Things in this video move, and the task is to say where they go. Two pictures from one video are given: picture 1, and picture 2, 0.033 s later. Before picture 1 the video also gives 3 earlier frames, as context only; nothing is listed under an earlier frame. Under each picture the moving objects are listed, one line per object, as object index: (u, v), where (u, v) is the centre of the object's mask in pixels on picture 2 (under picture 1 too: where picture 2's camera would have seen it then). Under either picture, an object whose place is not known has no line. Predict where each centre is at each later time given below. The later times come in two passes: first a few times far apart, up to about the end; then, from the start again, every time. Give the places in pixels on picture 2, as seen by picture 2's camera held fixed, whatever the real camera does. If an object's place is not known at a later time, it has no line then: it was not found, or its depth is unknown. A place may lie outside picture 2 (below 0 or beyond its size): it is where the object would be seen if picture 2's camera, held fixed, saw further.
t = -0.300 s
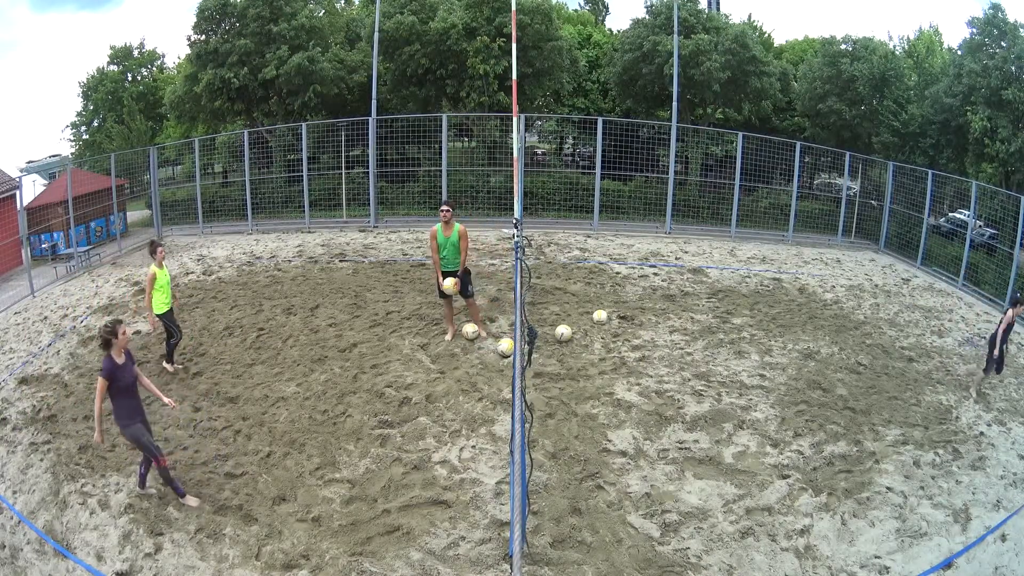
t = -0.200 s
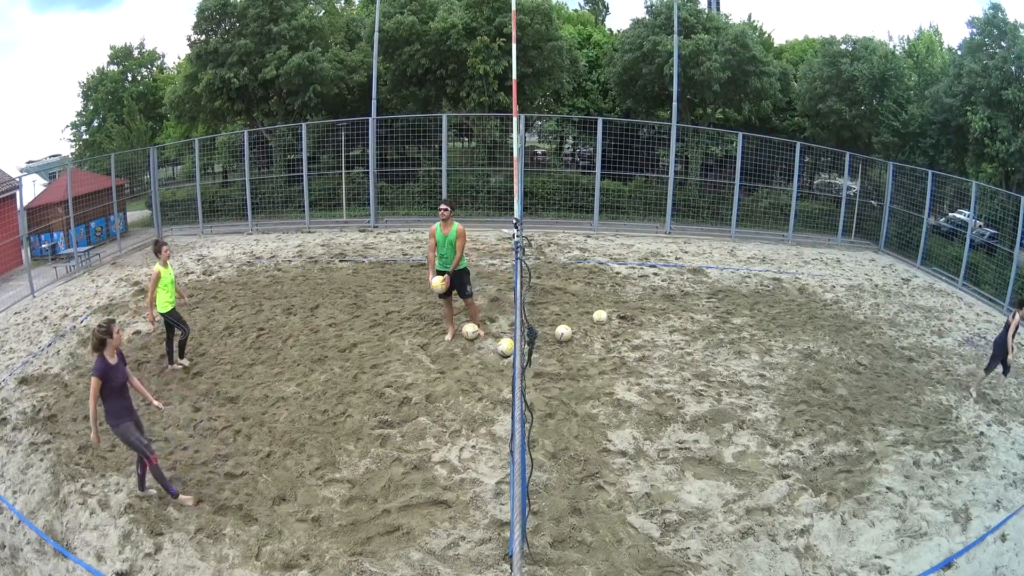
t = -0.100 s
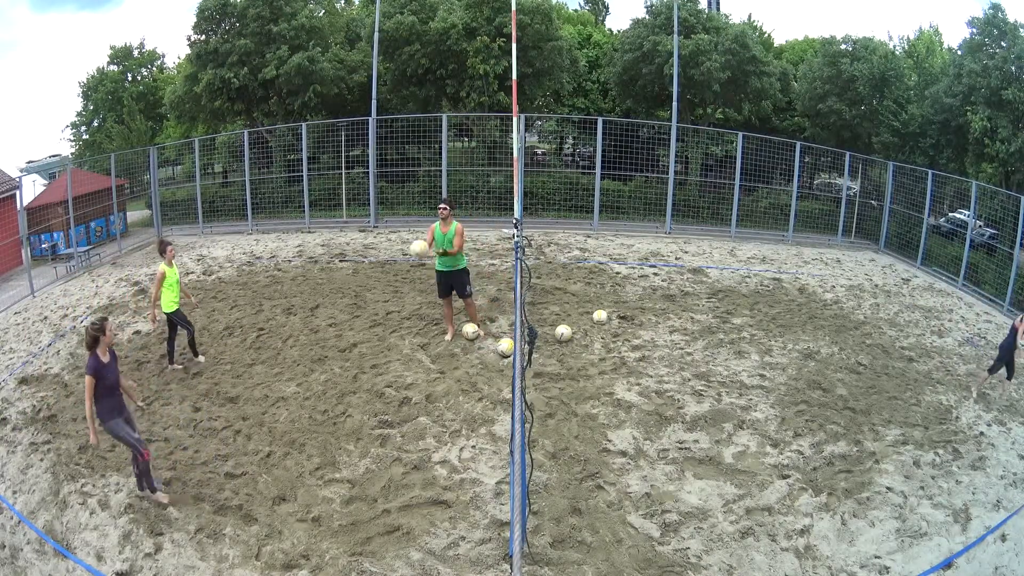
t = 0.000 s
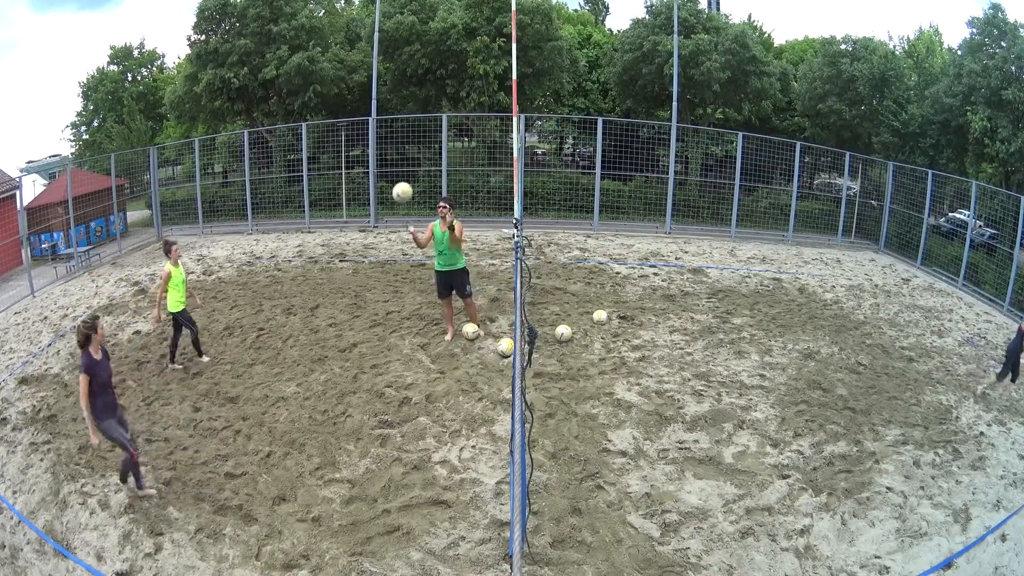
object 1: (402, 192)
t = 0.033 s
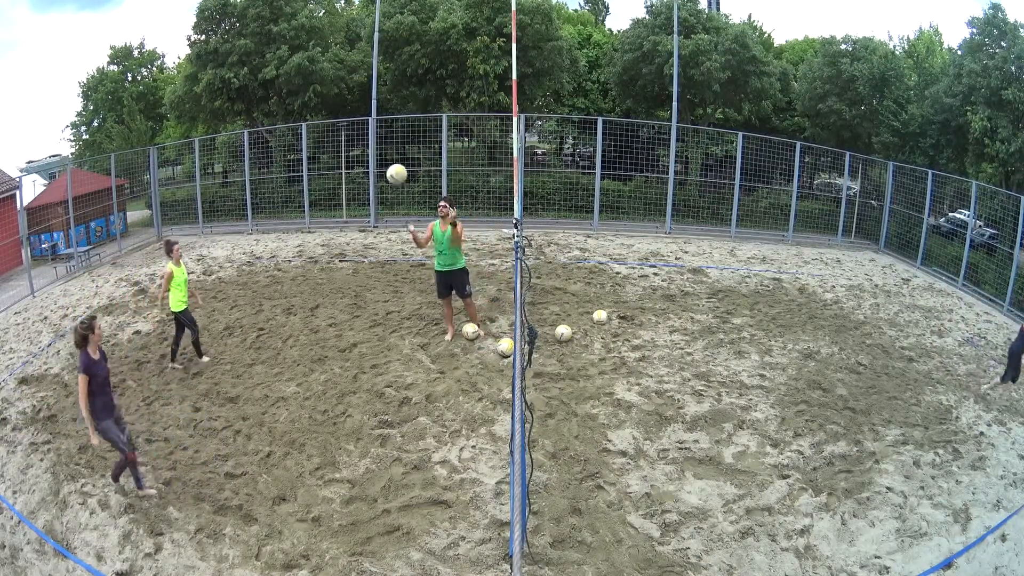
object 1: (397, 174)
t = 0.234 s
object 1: (364, 82)
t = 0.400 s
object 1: (336, 30)
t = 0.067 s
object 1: (391, 157)
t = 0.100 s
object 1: (386, 140)
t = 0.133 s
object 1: (380, 124)
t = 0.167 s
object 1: (374, 109)
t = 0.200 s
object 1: (369, 95)
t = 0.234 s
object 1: (364, 82)
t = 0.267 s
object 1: (358, 69)
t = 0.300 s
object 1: (353, 58)
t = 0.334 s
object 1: (347, 48)
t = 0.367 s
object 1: (342, 39)
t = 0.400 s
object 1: (336, 30)
